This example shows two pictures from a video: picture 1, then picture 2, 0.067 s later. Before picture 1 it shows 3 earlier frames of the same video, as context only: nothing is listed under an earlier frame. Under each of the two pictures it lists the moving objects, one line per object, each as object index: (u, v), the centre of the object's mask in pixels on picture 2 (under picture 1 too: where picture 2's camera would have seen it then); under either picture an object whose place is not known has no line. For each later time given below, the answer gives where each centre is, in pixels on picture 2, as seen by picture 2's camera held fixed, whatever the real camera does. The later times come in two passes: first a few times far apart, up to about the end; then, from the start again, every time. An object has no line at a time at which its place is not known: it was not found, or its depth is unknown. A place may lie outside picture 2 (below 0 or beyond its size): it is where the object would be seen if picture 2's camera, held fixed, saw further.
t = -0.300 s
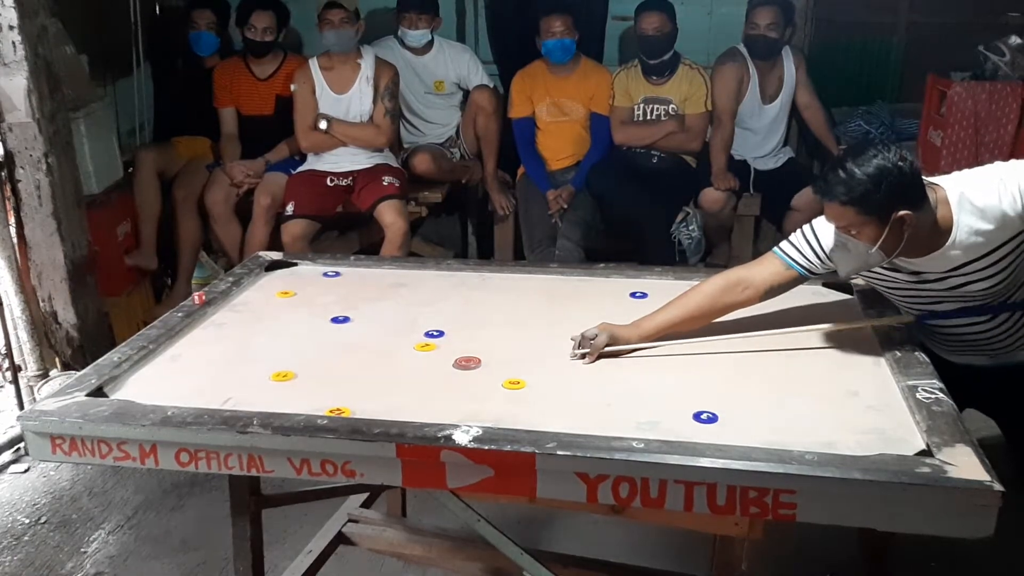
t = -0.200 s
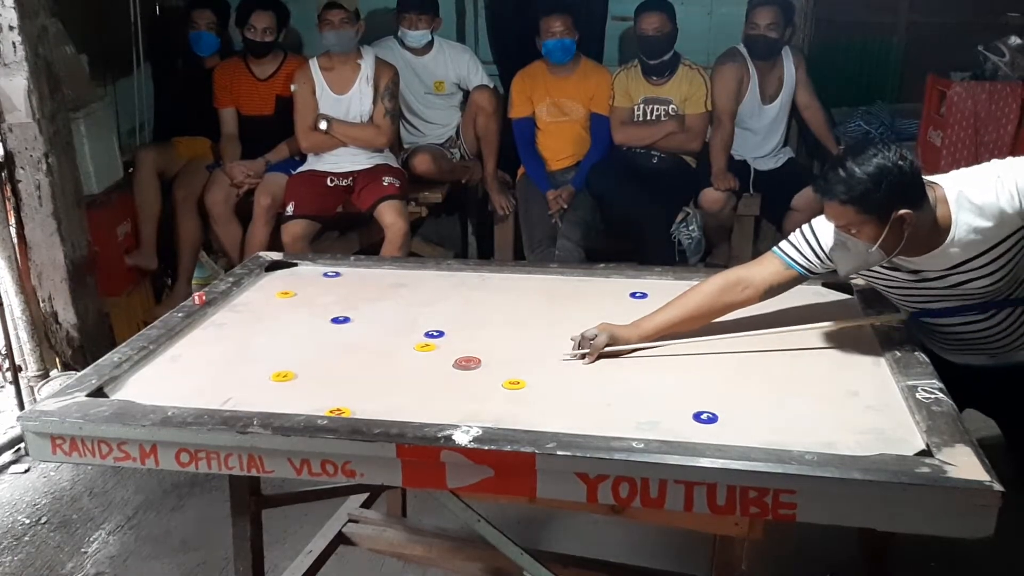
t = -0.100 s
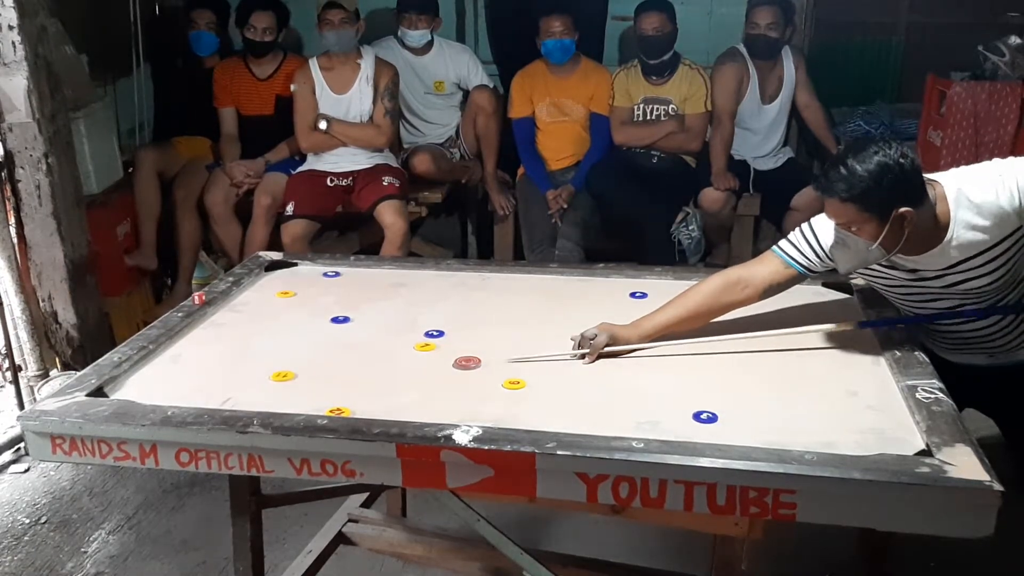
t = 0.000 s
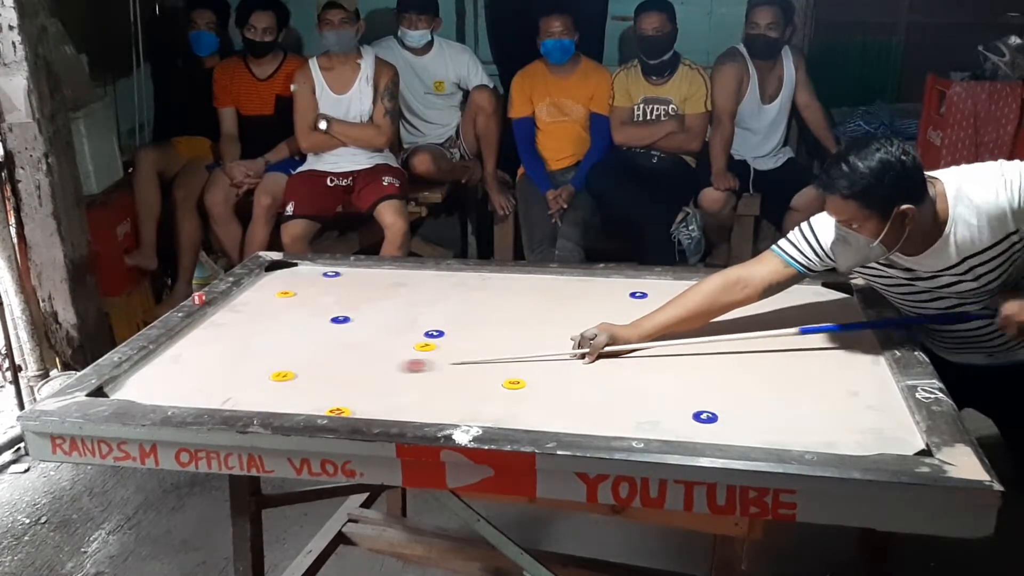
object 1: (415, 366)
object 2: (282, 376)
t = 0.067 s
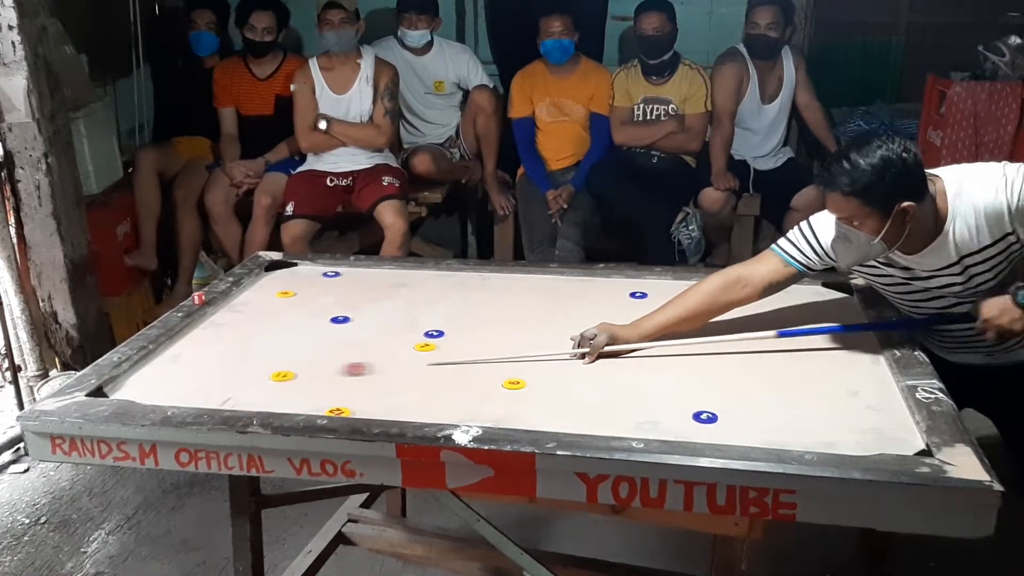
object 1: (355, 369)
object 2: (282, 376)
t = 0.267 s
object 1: (243, 371)
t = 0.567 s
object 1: (163, 369)
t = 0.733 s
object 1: (200, 368)
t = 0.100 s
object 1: (325, 371)
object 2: (282, 376)
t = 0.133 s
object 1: (303, 372)
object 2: (266, 378)
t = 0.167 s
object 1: (289, 372)
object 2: (223, 384)
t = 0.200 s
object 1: (273, 372)
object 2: (178, 390)
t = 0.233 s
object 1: (258, 371)
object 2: (133, 395)
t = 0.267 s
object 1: (243, 371)
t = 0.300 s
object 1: (229, 371)
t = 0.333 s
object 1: (215, 371)
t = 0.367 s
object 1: (201, 371)
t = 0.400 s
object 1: (186, 371)
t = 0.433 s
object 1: (174, 370)
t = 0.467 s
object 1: (161, 370)
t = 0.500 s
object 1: (147, 369)
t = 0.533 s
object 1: (154, 369)
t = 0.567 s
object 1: (163, 369)
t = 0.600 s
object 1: (171, 369)
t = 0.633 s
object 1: (179, 369)
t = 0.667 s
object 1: (186, 369)
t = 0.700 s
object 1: (193, 368)
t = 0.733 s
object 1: (200, 368)
